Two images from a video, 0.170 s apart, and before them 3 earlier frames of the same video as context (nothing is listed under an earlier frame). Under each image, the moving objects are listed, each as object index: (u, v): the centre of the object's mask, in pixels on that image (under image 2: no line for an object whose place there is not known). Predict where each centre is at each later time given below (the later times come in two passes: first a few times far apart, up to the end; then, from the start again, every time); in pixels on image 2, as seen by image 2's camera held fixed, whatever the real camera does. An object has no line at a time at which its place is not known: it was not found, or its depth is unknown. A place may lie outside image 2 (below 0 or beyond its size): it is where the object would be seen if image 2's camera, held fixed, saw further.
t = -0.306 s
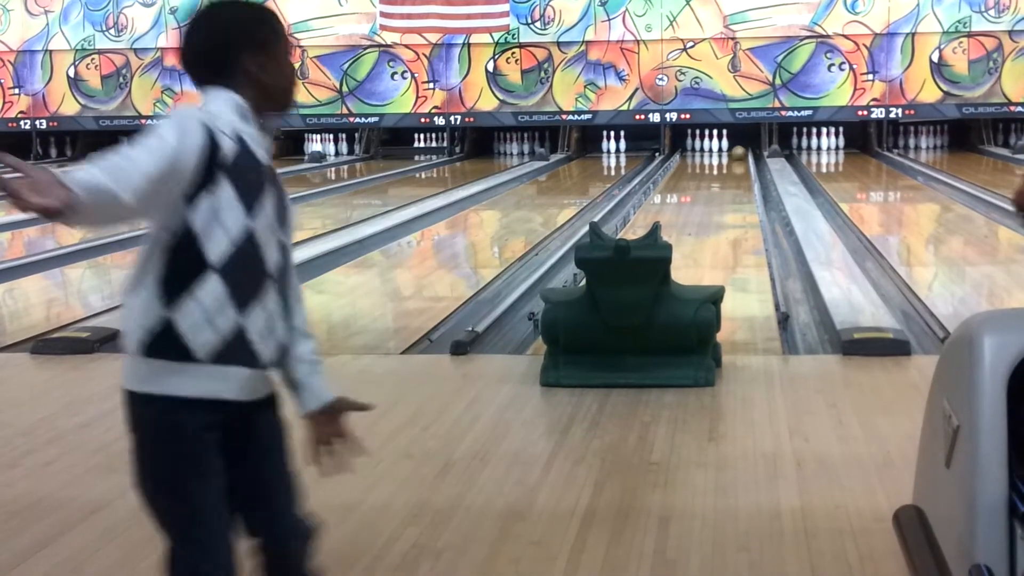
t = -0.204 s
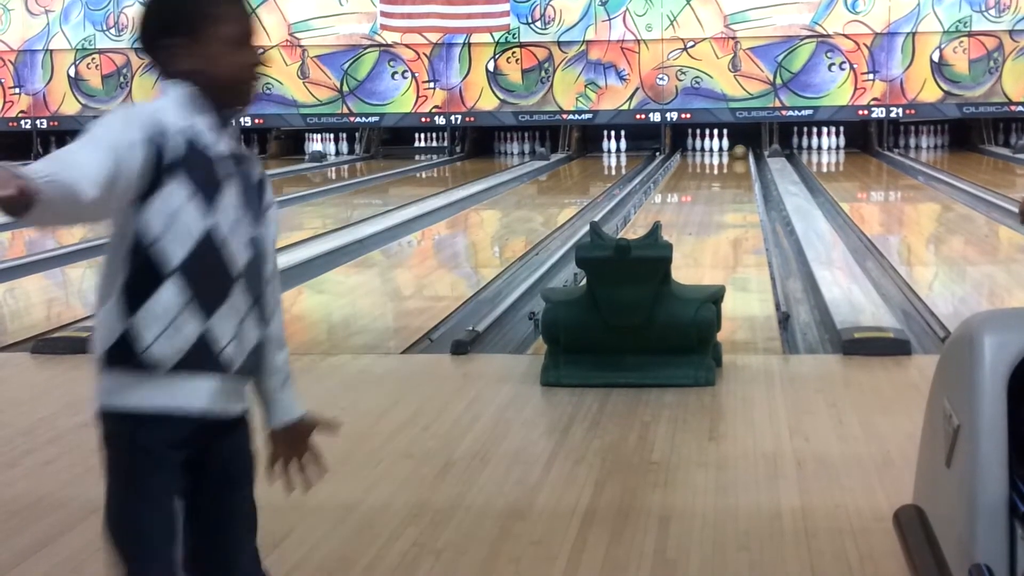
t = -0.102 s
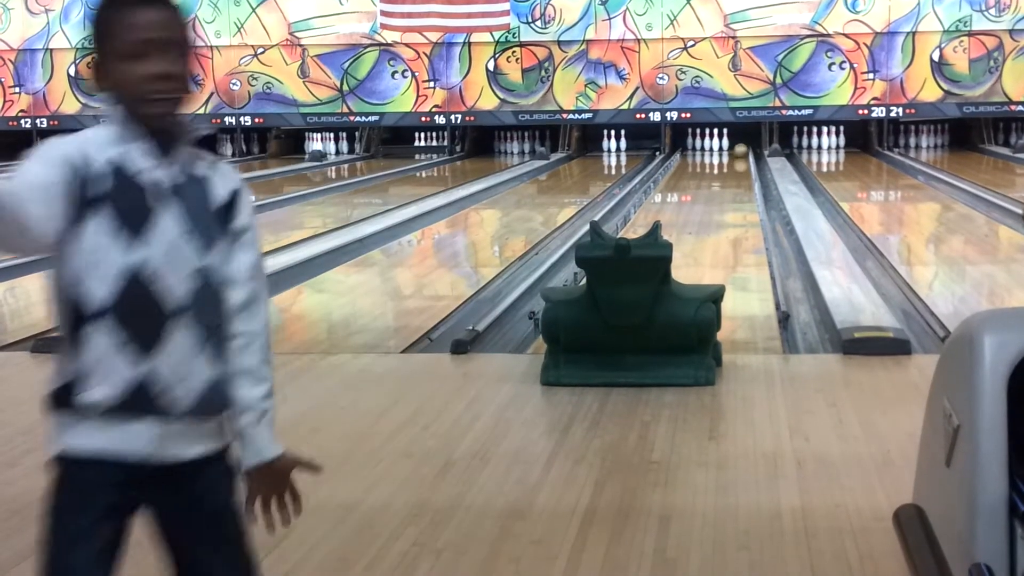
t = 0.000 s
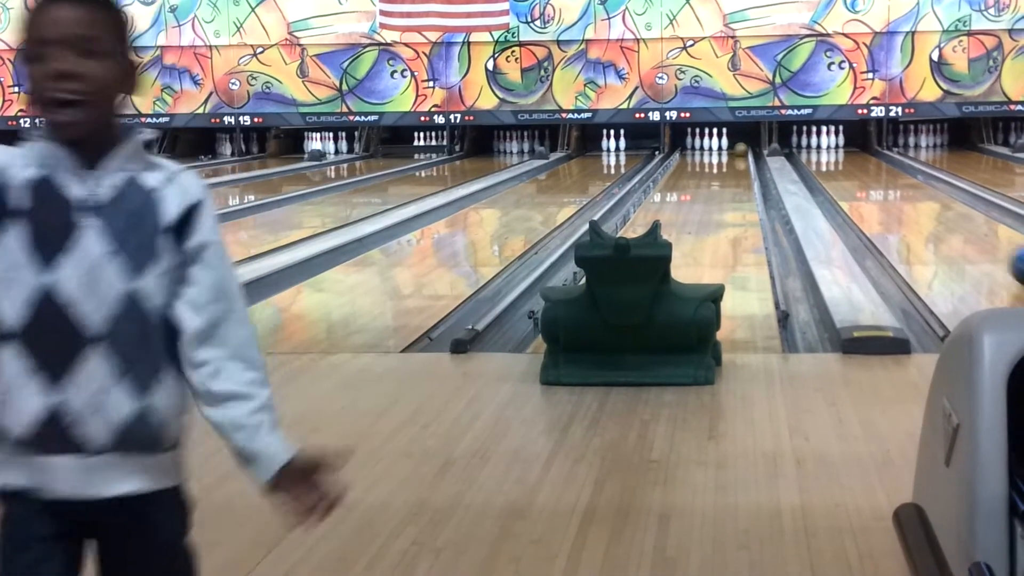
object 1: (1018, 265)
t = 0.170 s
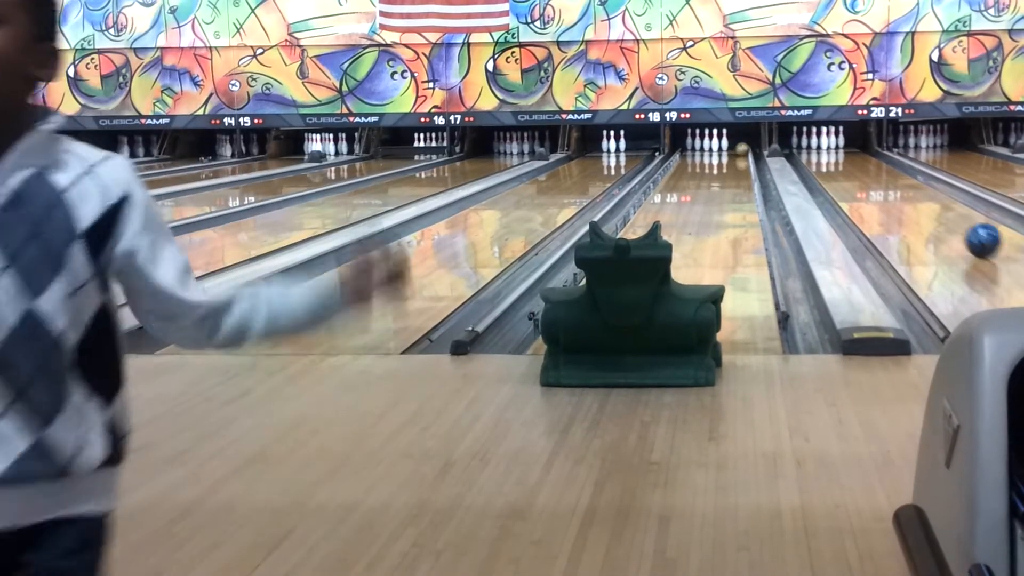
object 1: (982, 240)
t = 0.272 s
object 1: (960, 227)
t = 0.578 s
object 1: (909, 201)
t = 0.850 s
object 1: (878, 185)
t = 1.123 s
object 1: (855, 173)
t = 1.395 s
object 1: (839, 165)
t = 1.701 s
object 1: (822, 153)
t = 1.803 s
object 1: (816, 148)
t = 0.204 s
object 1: (974, 235)
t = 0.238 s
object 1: (967, 231)
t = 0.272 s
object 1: (960, 227)
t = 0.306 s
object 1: (953, 223)
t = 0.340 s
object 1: (946, 221)
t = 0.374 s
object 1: (941, 217)
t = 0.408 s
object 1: (935, 215)
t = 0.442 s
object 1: (929, 212)
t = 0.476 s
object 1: (924, 209)
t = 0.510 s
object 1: (919, 207)
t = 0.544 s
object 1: (913, 204)
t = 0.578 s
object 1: (909, 201)
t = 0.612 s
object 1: (905, 199)
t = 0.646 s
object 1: (900, 198)
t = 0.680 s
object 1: (896, 195)
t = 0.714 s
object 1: (892, 193)
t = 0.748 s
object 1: (888, 191)
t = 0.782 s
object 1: (885, 189)
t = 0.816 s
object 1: (881, 187)
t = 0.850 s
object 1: (878, 185)
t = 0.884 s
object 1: (875, 184)
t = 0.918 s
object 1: (872, 182)
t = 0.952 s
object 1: (868, 181)
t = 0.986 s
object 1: (866, 179)
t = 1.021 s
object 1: (863, 177)
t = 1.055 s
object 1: (860, 176)
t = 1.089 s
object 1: (858, 175)
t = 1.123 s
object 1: (855, 173)
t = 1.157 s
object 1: (852, 172)
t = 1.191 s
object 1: (848, 170)
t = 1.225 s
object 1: (846, 169)
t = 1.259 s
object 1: (844, 168)
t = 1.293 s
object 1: (843, 167)
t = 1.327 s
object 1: (843, 168)
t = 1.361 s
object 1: (841, 168)
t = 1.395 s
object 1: (839, 165)
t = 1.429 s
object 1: (834, 164)
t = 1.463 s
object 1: (832, 162)
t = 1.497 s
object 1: (829, 161)
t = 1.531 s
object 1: (829, 159)
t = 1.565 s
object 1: (826, 157)
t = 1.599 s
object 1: (824, 156)
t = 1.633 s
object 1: (823, 154)
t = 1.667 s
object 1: (822, 155)
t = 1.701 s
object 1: (822, 153)
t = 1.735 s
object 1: (820, 151)
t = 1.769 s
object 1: (819, 148)
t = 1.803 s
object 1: (816, 148)
